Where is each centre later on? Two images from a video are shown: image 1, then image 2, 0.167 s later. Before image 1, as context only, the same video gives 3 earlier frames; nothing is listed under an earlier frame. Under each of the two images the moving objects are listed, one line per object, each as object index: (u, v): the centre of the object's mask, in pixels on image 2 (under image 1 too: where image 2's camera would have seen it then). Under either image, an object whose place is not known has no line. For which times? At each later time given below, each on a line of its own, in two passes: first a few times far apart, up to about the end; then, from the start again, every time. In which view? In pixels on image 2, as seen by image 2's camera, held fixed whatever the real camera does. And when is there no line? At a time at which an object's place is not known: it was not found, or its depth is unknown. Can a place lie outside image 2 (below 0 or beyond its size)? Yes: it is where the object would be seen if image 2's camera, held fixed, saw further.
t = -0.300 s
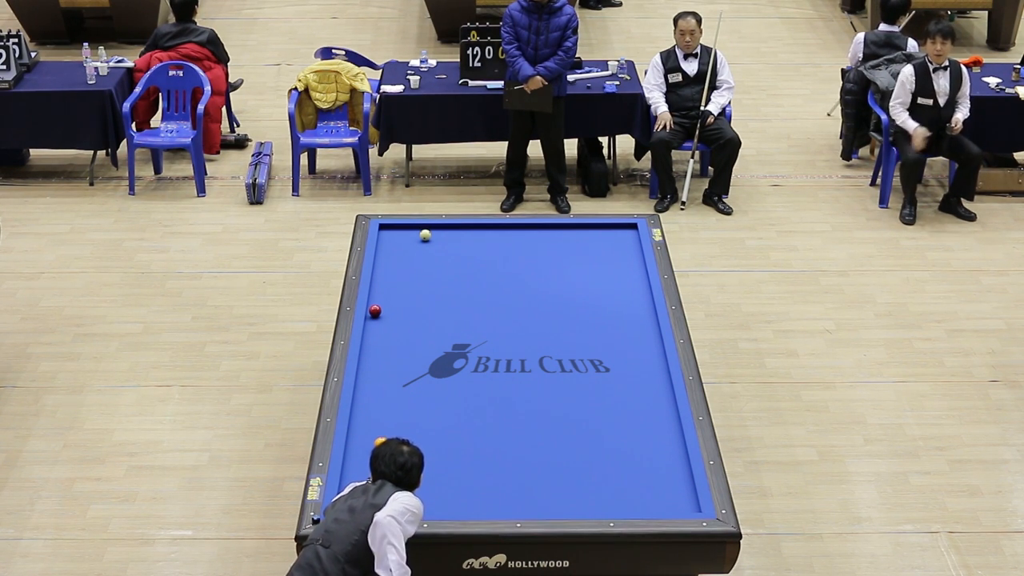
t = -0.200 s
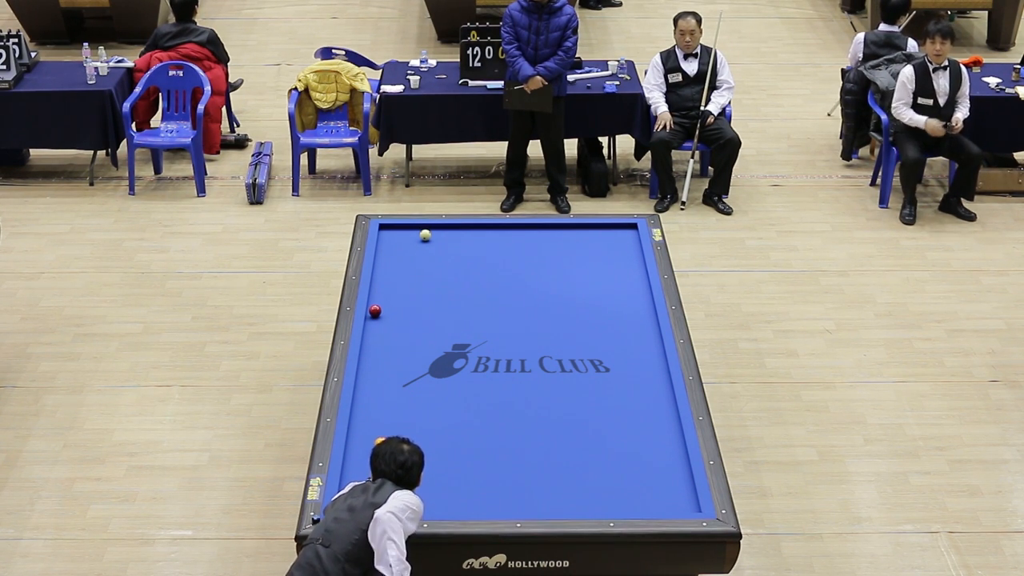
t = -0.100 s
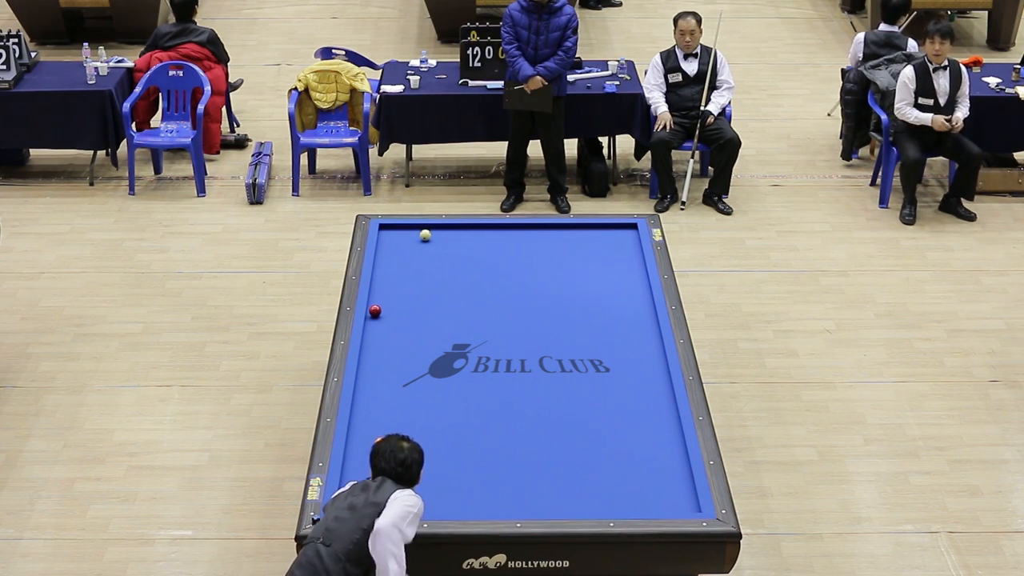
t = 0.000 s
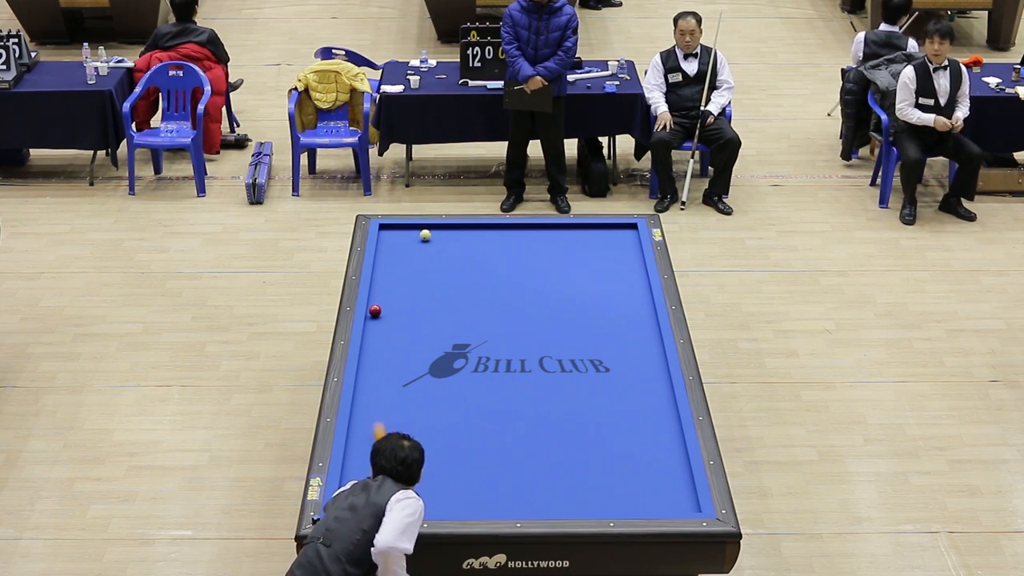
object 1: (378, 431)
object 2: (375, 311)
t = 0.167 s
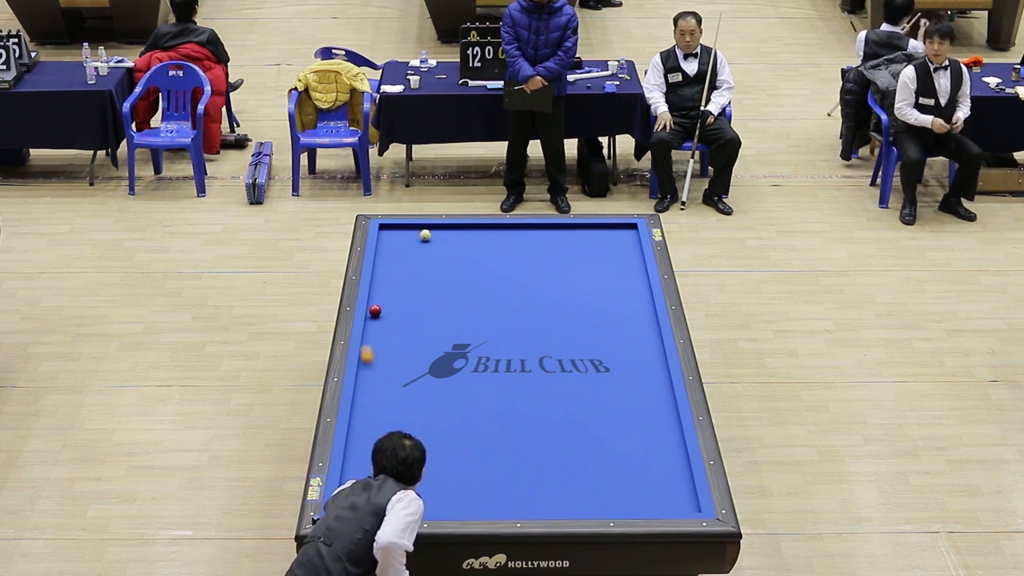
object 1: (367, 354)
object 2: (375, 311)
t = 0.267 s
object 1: (378, 318)
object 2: (373, 309)
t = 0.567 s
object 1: (488, 288)
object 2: (441, 267)
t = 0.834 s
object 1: (565, 268)
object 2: (489, 239)
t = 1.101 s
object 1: (636, 249)
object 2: (532, 236)
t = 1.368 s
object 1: (586, 243)
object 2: (574, 252)
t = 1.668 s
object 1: (547, 235)
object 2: (622, 269)
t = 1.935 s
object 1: (514, 228)
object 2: (629, 285)
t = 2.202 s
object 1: (488, 228)
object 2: (607, 302)
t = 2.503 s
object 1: (460, 232)
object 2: (582, 321)
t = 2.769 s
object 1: (437, 235)
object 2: (560, 339)
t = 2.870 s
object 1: (435, 235)
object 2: (552, 346)
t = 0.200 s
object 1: (368, 341)
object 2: (374, 311)
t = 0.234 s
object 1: (373, 329)
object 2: (374, 311)
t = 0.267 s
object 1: (378, 318)
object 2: (373, 309)
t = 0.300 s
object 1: (391, 313)
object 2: (373, 306)
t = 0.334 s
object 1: (405, 309)
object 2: (383, 300)
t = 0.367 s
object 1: (418, 306)
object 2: (392, 295)
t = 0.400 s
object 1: (431, 303)
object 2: (401, 290)
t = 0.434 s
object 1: (444, 300)
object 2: (410, 285)
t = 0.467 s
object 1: (455, 297)
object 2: (418, 280)
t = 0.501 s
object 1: (467, 294)
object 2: (426, 276)
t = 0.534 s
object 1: (478, 291)
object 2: (434, 271)
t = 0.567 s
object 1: (488, 288)
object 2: (441, 267)
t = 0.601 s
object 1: (499, 286)
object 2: (447, 263)
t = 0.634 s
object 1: (508, 283)
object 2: (454, 259)
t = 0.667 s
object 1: (518, 280)
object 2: (460, 256)
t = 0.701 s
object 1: (528, 278)
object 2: (466, 252)
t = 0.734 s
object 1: (537, 275)
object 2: (472, 249)
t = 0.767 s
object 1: (547, 273)
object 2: (478, 246)
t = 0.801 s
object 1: (556, 271)
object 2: (484, 243)
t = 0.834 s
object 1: (565, 268)
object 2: (489, 239)
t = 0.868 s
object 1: (574, 266)
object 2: (495, 236)
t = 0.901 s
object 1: (583, 263)
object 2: (501, 233)
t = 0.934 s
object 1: (592, 261)
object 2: (506, 229)
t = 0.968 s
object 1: (601, 258)
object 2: (512, 227)
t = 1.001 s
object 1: (610, 256)
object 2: (517, 228)
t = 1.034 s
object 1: (619, 254)
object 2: (522, 231)
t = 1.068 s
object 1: (627, 251)
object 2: (527, 233)
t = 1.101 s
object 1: (636, 249)
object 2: (532, 236)
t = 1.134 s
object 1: (632, 248)
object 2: (537, 238)
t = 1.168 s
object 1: (623, 247)
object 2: (543, 240)
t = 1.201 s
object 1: (616, 247)
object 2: (548, 242)
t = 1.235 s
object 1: (609, 246)
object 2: (553, 244)
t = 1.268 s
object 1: (603, 245)
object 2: (558, 246)
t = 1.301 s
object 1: (597, 245)
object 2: (563, 248)
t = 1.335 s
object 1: (591, 244)
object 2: (569, 250)
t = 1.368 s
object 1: (586, 243)
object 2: (574, 252)
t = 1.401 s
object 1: (581, 242)
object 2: (579, 253)
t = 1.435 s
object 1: (576, 241)
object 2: (585, 255)
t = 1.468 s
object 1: (571, 240)
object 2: (590, 257)
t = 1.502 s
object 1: (567, 240)
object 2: (595, 259)
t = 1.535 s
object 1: (563, 239)
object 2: (601, 261)
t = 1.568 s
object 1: (559, 238)
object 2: (606, 263)
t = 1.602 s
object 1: (555, 237)
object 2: (611, 265)
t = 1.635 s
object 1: (551, 236)
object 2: (617, 267)
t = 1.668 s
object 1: (547, 235)
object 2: (622, 269)
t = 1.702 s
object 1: (543, 234)
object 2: (628, 271)
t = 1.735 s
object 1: (538, 234)
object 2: (633, 273)
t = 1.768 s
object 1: (534, 233)
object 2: (639, 275)
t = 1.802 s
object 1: (530, 232)
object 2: (642, 277)
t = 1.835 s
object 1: (526, 231)
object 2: (638, 279)
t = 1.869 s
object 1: (522, 230)
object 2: (635, 281)
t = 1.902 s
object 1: (518, 229)
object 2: (632, 283)
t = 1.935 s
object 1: (514, 228)
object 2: (629, 285)
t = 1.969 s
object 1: (510, 228)
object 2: (626, 287)
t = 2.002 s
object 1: (506, 227)
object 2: (623, 289)
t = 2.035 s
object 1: (503, 226)
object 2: (620, 291)
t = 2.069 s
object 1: (500, 227)
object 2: (618, 293)
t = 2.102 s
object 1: (497, 228)
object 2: (615, 295)
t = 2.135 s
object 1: (494, 228)
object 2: (613, 298)
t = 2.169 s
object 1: (491, 228)
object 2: (610, 300)
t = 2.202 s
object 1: (488, 228)
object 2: (607, 302)
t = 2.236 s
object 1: (484, 229)
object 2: (604, 304)
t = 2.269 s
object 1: (481, 229)
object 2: (602, 306)
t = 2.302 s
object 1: (478, 230)
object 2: (599, 308)
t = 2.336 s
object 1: (475, 230)
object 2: (596, 310)
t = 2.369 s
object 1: (472, 230)
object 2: (594, 313)
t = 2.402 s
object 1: (469, 231)
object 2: (591, 315)
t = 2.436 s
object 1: (466, 231)
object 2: (588, 317)
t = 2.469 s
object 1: (463, 231)
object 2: (585, 319)
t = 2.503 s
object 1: (460, 232)
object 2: (582, 321)
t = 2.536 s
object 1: (457, 232)
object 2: (580, 324)
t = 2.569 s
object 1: (454, 233)
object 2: (577, 326)
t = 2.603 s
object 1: (451, 233)
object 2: (574, 328)
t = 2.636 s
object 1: (448, 233)
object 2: (571, 330)
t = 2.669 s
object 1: (445, 234)
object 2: (569, 333)
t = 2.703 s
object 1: (443, 234)
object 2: (566, 335)
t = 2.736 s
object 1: (440, 234)
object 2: (563, 337)
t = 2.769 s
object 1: (437, 235)
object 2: (560, 339)
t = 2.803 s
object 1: (436, 235)
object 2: (558, 342)
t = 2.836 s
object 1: (435, 235)
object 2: (554, 344)
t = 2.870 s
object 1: (435, 235)
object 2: (552, 346)
